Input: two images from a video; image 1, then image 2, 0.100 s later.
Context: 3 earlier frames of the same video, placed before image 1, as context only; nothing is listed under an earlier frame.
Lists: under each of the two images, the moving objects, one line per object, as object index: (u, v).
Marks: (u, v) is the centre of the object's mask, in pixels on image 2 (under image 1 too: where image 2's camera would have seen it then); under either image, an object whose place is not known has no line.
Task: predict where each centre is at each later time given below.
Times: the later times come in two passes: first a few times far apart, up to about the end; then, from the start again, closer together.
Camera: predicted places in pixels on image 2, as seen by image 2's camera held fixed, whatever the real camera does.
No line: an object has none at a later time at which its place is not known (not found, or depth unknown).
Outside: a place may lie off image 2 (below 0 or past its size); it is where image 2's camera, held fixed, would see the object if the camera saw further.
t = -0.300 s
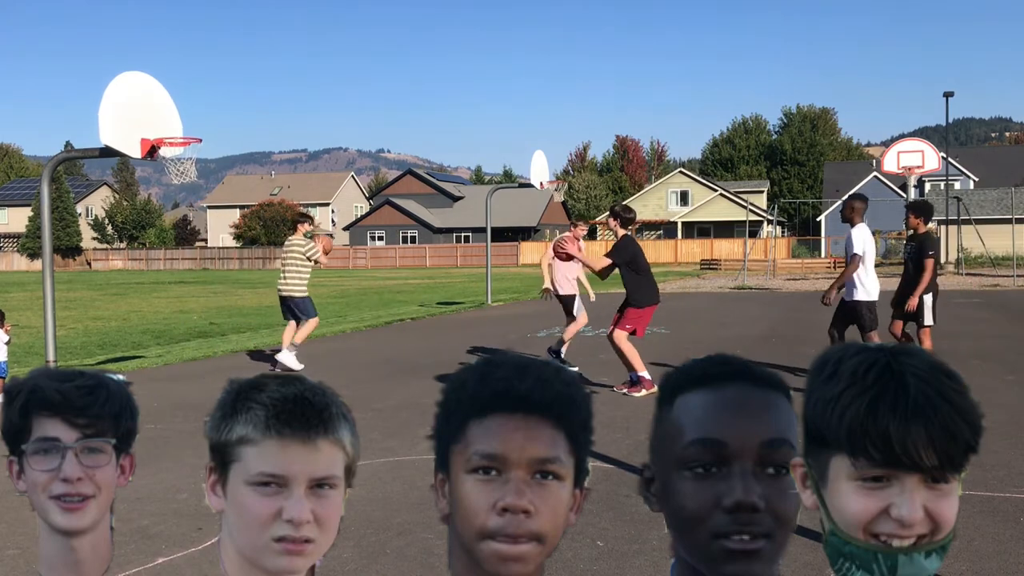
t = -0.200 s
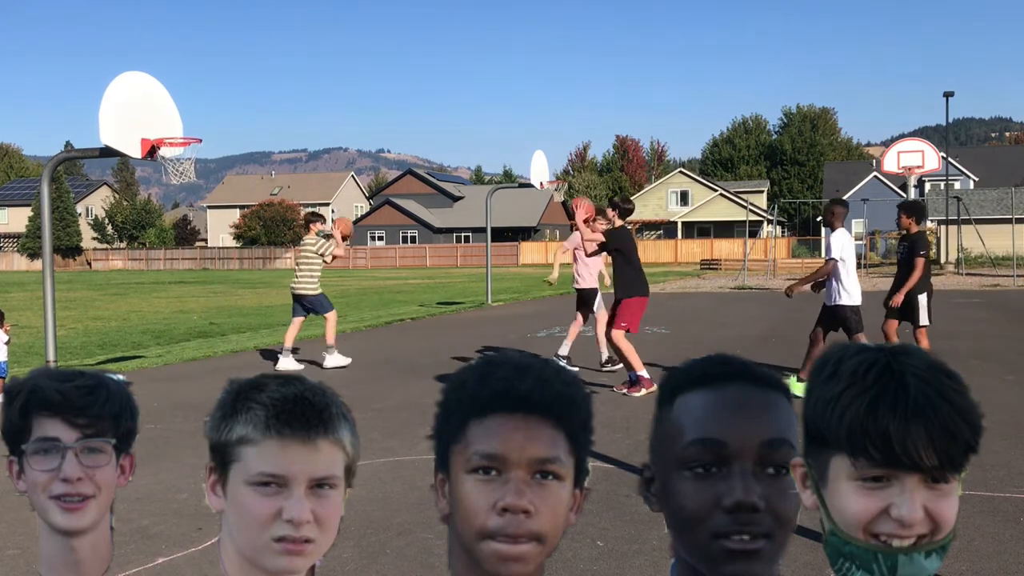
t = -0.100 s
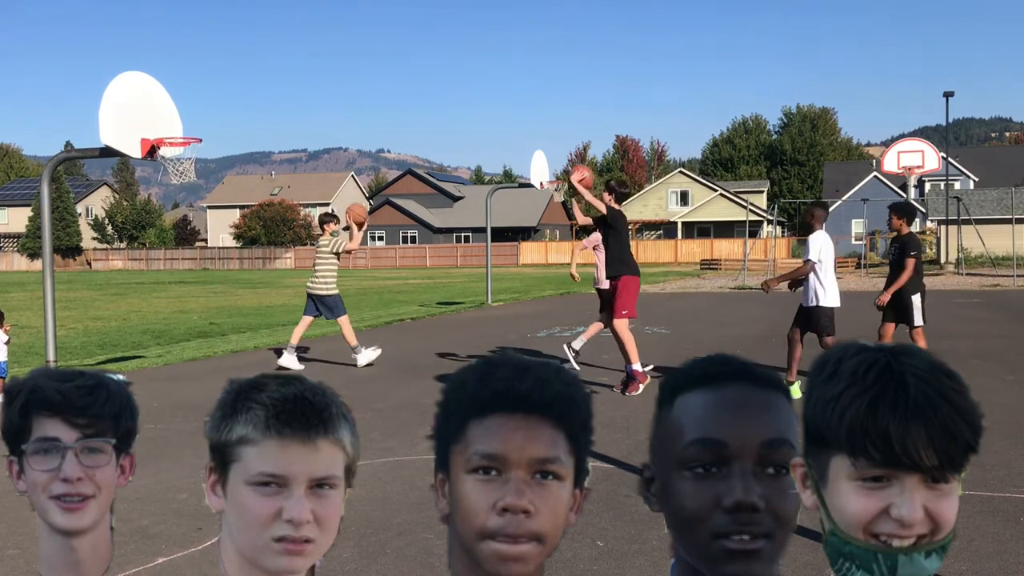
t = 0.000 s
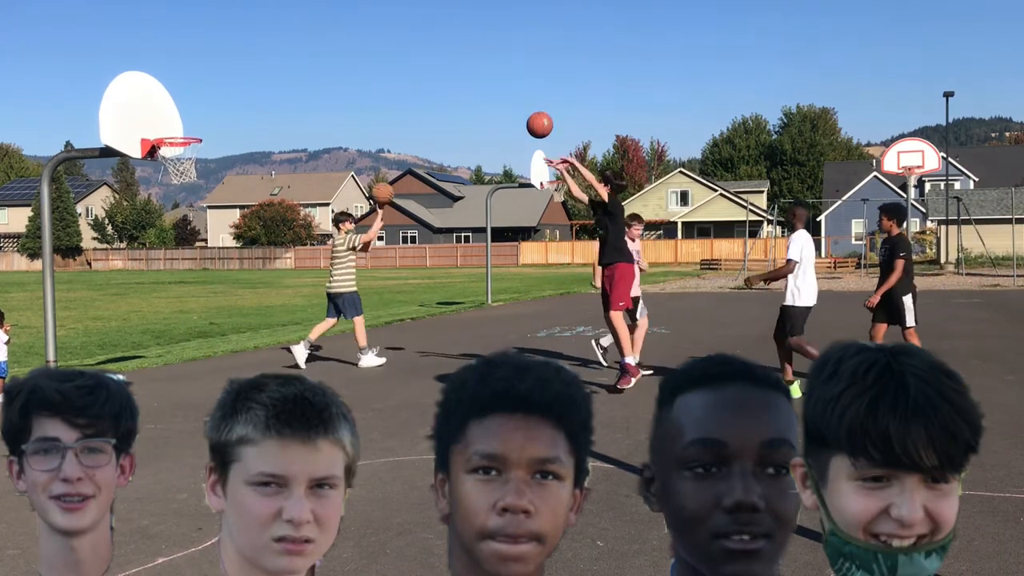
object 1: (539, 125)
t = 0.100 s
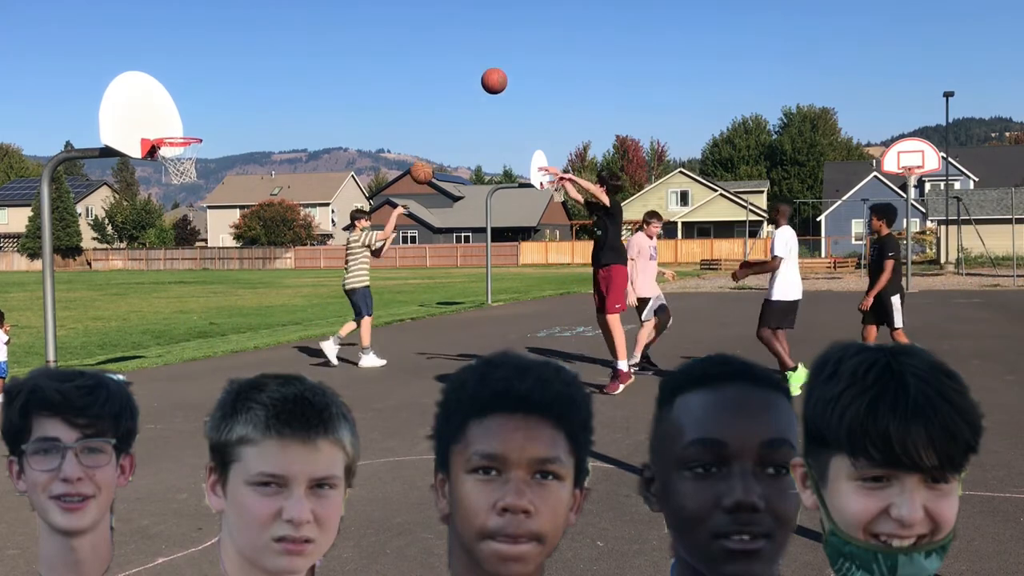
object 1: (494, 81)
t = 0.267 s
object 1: (421, 33)
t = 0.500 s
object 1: (327, 17)
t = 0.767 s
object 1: (230, 66)
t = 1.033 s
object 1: (173, 157)
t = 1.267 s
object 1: (198, 160)
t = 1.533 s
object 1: (201, 214)
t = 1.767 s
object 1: (204, 317)
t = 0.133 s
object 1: (479, 68)
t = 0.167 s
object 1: (464, 58)
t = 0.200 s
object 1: (450, 48)
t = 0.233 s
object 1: (435, 40)
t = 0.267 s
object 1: (421, 33)
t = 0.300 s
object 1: (407, 27)
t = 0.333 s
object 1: (393, 23)
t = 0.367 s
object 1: (380, 19)
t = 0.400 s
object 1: (366, 17)
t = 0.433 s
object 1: (353, 16)
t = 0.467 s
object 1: (340, 16)
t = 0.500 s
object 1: (327, 17)
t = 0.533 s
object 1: (314, 20)
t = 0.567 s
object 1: (301, 23)
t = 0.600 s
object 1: (289, 28)
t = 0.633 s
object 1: (277, 33)
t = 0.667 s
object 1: (265, 40)
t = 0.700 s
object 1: (253, 48)
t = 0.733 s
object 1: (241, 57)
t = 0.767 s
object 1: (230, 66)
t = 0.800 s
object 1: (218, 77)
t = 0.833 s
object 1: (207, 89)
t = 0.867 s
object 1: (196, 102)
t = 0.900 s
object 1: (184, 116)
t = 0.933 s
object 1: (173, 129)
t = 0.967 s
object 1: (169, 141)
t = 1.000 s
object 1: (170, 154)
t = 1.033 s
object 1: (173, 157)
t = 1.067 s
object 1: (178, 152)
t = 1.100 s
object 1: (183, 156)
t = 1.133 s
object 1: (189, 158)
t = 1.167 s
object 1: (192, 159)
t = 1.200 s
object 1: (193, 157)
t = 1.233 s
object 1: (195, 158)
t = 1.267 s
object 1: (198, 160)
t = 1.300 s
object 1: (198, 164)
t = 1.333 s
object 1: (198, 168)
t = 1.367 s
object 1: (201, 177)
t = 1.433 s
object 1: (200, 186)
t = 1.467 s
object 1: (200, 194)
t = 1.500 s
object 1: (200, 203)
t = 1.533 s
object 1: (201, 214)
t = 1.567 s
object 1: (201, 225)
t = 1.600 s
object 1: (201, 237)
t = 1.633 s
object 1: (201, 251)
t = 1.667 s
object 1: (202, 266)
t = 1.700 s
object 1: (203, 282)
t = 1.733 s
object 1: (203, 298)
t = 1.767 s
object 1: (204, 317)
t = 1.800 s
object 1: (204, 336)
